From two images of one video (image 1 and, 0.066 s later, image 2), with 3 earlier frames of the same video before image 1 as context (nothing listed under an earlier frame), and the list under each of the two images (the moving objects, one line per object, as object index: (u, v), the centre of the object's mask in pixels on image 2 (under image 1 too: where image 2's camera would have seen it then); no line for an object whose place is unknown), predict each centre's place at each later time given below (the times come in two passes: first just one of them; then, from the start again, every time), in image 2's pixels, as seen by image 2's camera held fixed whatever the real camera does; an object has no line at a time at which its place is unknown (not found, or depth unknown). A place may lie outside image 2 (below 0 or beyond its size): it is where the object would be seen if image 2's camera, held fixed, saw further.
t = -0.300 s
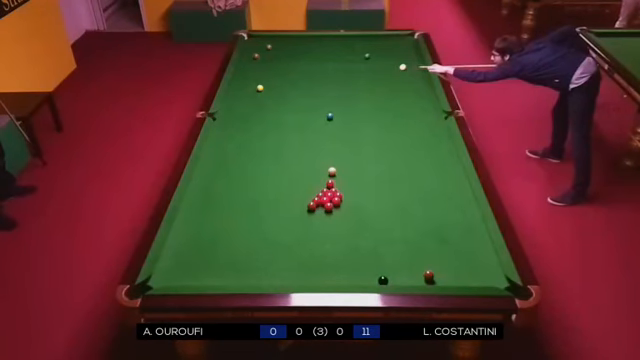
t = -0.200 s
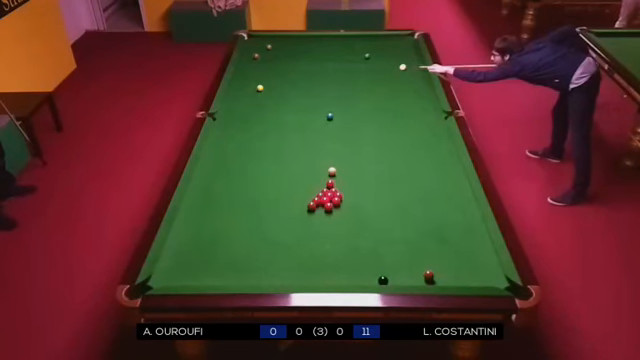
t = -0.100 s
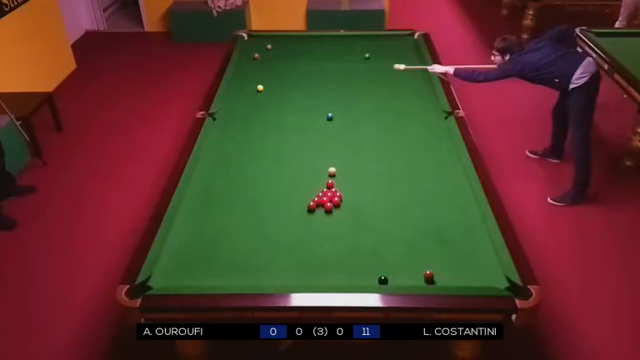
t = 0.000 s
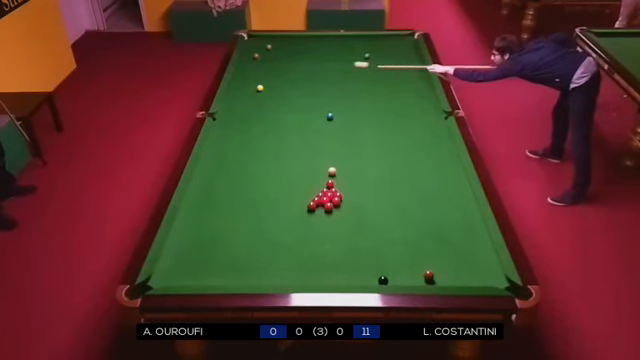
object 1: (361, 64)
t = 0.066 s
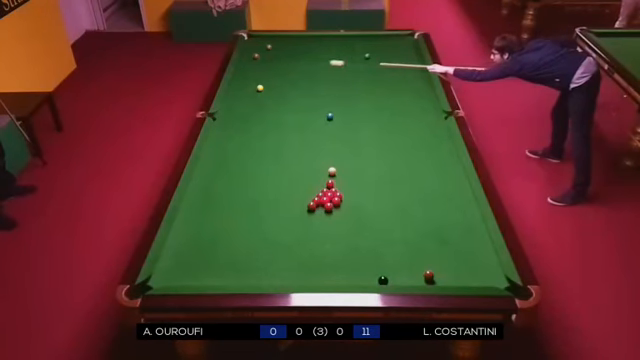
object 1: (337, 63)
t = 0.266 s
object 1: (272, 58)
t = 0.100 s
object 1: (325, 62)
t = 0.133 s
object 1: (314, 61)
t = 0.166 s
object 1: (303, 60)
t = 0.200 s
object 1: (292, 60)
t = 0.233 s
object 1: (283, 59)
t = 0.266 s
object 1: (272, 58)
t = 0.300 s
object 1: (263, 57)
